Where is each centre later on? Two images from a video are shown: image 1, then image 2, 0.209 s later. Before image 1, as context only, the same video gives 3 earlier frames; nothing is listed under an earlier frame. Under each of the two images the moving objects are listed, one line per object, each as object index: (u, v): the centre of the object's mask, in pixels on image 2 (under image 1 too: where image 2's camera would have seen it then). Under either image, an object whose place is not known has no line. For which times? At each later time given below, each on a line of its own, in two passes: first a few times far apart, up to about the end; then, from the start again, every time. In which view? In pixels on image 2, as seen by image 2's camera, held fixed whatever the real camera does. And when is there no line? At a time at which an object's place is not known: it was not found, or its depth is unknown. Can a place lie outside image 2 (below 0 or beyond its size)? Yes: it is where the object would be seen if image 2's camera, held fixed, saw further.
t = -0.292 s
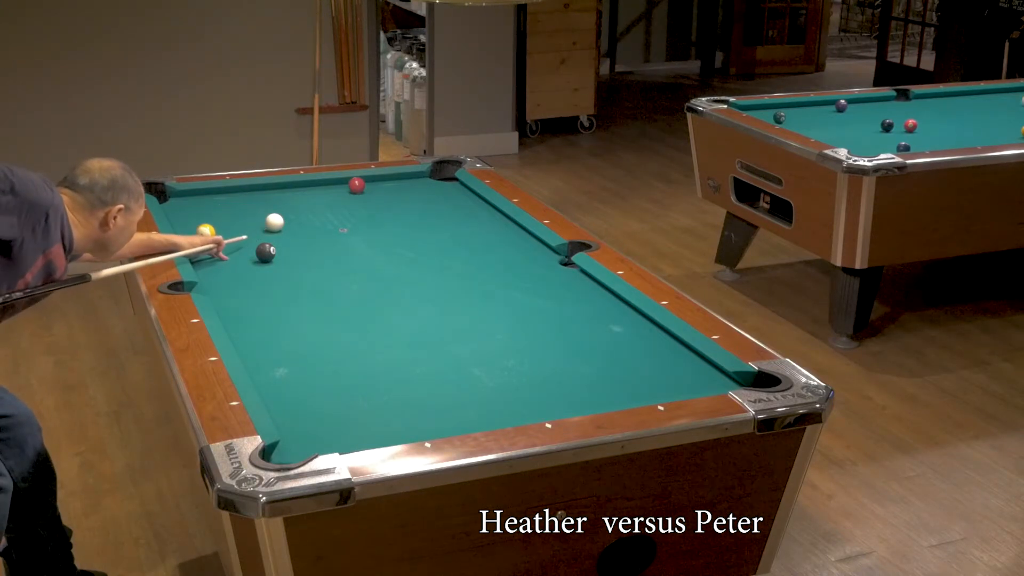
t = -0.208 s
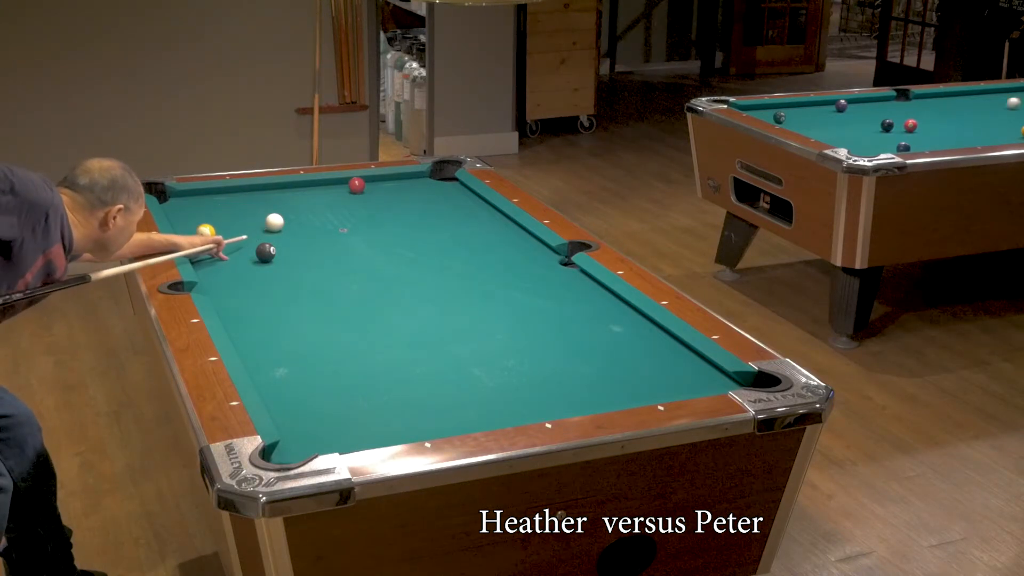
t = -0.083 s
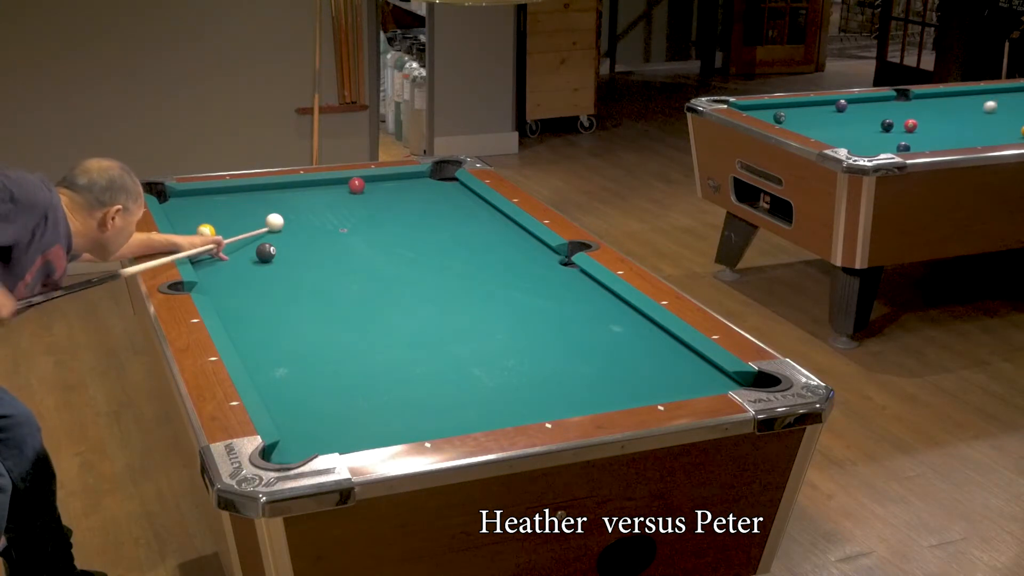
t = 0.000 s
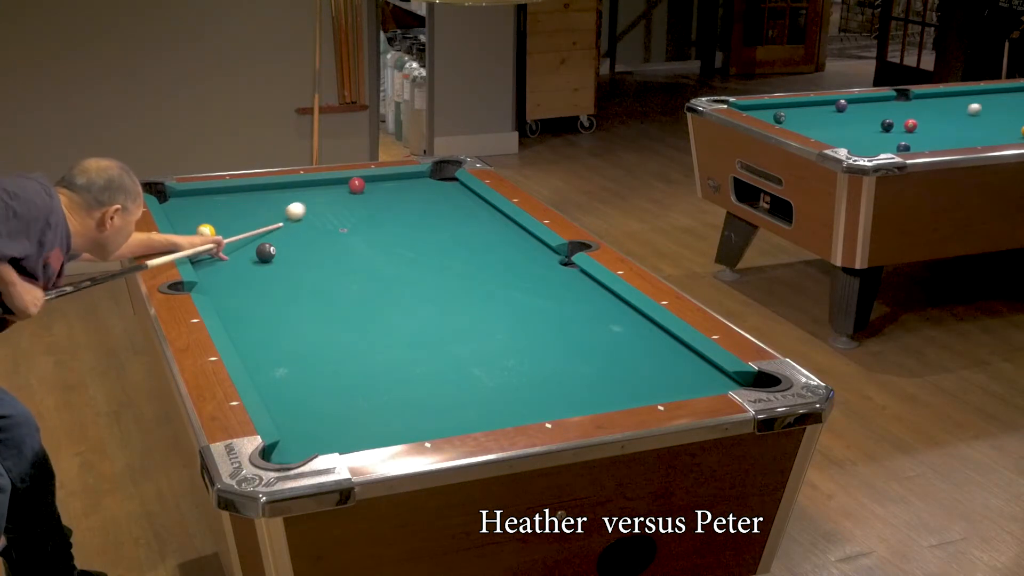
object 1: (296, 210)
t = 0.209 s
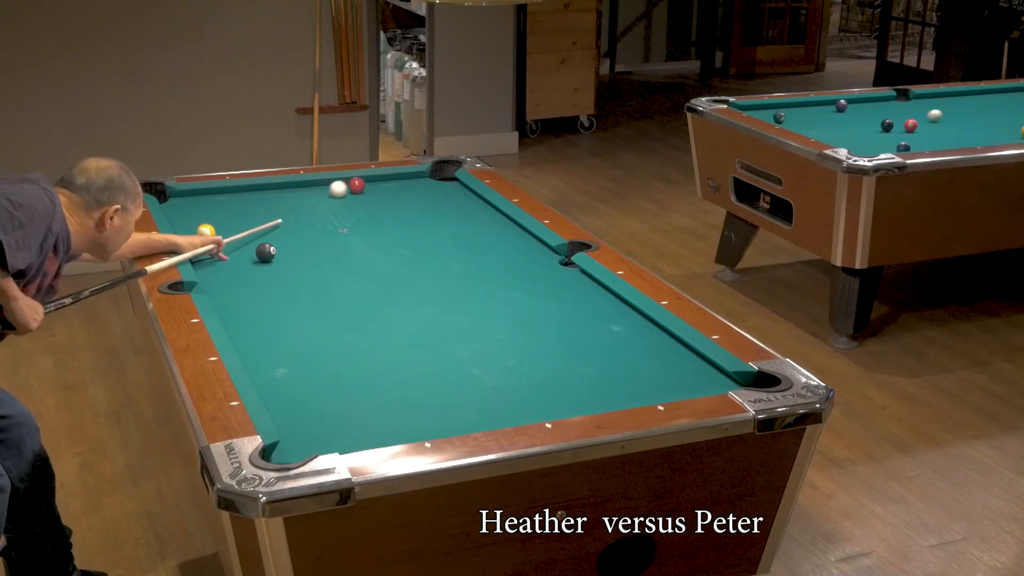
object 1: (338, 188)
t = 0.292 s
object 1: (338, 184)
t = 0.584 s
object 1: (330, 184)
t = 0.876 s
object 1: (327, 190)
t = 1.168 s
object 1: (324, 196)
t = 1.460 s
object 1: (322, 201)
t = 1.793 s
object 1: (319, 206)
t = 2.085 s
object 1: (318, 210)
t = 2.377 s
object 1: (317, 214)
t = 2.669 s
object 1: (315, 216)
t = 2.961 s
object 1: (315, 218)
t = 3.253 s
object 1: (315, 220)
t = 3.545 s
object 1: (315, 221)
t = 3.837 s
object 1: (315, 221)
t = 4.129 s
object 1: (315, 221)
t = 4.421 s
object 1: (315, 221)
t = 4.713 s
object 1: (315, 221)
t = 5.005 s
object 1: (315, 221)
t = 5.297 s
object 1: (315, 221)
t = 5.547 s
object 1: (315, 221)
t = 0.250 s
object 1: (340, 185)
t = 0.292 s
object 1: (338, 184)
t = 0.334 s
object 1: (336, 183)
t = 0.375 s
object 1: (335, 181)
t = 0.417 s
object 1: (333, 180)
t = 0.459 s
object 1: (332, 182)
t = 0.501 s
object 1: (332, 183)
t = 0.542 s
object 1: (331, 183)
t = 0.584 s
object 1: (330, 184)
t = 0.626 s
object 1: (330, 185)
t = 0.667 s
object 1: (329, 186)
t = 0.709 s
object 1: (329, 187)
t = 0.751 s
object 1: (328, 188)
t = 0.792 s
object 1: (328, 189)
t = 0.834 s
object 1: (327, 189)
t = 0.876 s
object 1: (327, 190)
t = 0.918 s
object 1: (327, 191)
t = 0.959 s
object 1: (326, 192)
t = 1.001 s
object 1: (325, 193)
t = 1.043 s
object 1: (325, 193)
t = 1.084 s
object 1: (325, 194)
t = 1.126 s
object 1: (324, 195)
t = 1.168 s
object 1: (324, 196)
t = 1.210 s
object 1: (324, 196)
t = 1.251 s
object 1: (323, 197)
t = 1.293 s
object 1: (323, 198)
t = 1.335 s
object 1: (323, 199)
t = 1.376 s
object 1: (322, 199)
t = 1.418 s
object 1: (322, 200)
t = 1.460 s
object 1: (322, 201)
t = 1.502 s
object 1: (321, 202)
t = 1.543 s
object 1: (321, 202)
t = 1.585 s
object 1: (321, 203)
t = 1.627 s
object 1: (320, 203)
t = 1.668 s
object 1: (320, 204)
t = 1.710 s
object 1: (320, 205)
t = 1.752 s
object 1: (320, 205)
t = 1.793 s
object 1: (319, 206)
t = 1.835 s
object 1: (319, 207)
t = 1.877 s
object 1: (319, 207)
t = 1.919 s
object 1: (319, 208)
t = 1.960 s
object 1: (318, 208)
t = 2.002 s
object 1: (318, 209)
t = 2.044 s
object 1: (318, 209)
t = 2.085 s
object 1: (318, 210)
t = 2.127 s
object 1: (318, 210)
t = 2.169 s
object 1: (318, 211)
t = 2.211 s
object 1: (317, 212)
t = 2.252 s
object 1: (317, 212)
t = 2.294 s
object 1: (317, 212)
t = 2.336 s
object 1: (317, 213)
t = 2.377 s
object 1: (317, 214)
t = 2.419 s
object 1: (316, 213)
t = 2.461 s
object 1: (316, 214)
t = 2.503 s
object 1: (316, 214)
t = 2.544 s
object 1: (316, 214)
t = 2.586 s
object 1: (316, 215)
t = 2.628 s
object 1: (316, 215)
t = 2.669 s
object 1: (315, 216)
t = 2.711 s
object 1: (315, 216)
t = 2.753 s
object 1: (315, 216)
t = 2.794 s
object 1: (315, 217)
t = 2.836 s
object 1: (315, 217)
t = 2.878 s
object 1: (315, 217)
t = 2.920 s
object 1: (315, 217)
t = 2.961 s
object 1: (315, 218)
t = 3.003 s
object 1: (315, 218)
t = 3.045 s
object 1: (315, 218)
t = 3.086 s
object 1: (315, 219)
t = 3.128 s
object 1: (315, 219)
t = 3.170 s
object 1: (315, 219)
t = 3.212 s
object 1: (315, 219)
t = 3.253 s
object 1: (315, 220)
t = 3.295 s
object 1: (315, 220)
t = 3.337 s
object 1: (315, 220)
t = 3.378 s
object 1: (315, 220)
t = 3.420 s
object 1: (315, 220)
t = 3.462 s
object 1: (315, 221)
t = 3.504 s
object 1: (315, 221)
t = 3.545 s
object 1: (315, 221)
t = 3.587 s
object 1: (315, 221)
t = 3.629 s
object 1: (315, 221)
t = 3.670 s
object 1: (315, 221)
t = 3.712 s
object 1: (315, 221)
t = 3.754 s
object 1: (315, 221)
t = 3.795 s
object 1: (315, 221)
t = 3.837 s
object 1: (315, 221)
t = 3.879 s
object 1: (315, 221)
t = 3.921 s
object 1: (315, 221)
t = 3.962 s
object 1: (315, 221)
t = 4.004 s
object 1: (315, 221)
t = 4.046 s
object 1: (316, 221)
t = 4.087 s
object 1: (316, 221)
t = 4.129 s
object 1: (315, 221)
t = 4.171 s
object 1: (315, 221)
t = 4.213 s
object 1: (315, 221)
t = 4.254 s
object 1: (315, 221)
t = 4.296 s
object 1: (315, 221)
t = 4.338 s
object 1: (315, 221)
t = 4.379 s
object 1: (315, 221)
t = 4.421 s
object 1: (315, 221)
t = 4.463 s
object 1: (315, 221)
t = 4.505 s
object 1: (315, 221)
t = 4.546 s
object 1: (315, 221)
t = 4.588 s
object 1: (315, 221)
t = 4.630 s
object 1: (315, 221)
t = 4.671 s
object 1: (315, 221)
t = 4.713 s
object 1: (315, 221)
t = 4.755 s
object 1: (315, 221)
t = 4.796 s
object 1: (315, 221)
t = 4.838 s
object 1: (315, 221)
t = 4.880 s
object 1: (315, 221)
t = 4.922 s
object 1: (315, 221)
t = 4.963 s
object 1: (315, 221)
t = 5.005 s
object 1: (315, 221)
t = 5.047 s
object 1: (315, 221)
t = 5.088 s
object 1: (315, 221)
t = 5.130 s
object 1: (315, 221)
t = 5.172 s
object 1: (315, 221)
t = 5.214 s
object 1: (315, 221)
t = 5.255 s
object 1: (315, 221)
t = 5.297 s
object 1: (315, 221)
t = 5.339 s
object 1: (315, 221)
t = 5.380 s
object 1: (315, 221)
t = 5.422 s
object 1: (315, 221)
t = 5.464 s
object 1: (315, 221)
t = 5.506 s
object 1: (315, 221)
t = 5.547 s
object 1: (315, 221)
